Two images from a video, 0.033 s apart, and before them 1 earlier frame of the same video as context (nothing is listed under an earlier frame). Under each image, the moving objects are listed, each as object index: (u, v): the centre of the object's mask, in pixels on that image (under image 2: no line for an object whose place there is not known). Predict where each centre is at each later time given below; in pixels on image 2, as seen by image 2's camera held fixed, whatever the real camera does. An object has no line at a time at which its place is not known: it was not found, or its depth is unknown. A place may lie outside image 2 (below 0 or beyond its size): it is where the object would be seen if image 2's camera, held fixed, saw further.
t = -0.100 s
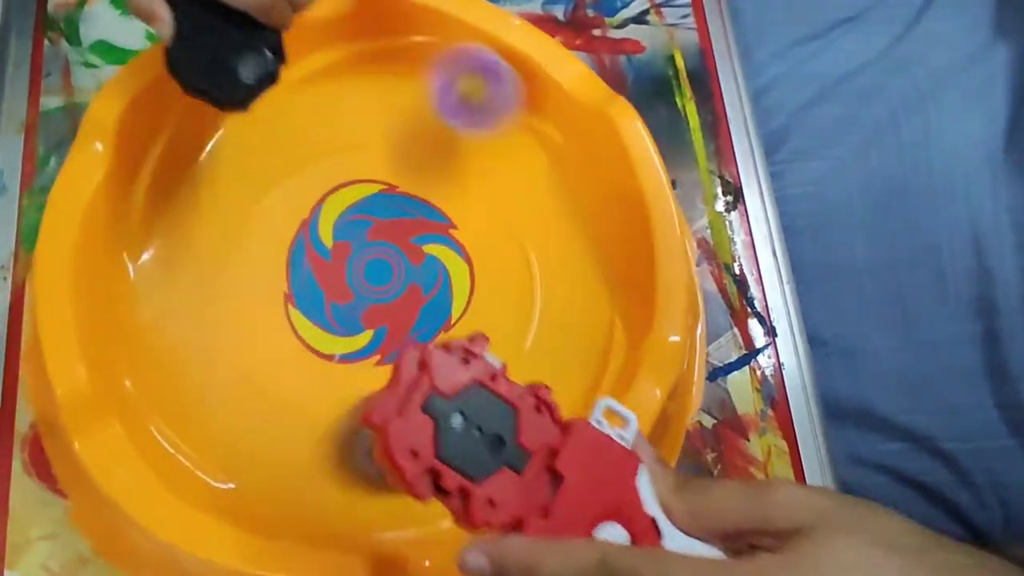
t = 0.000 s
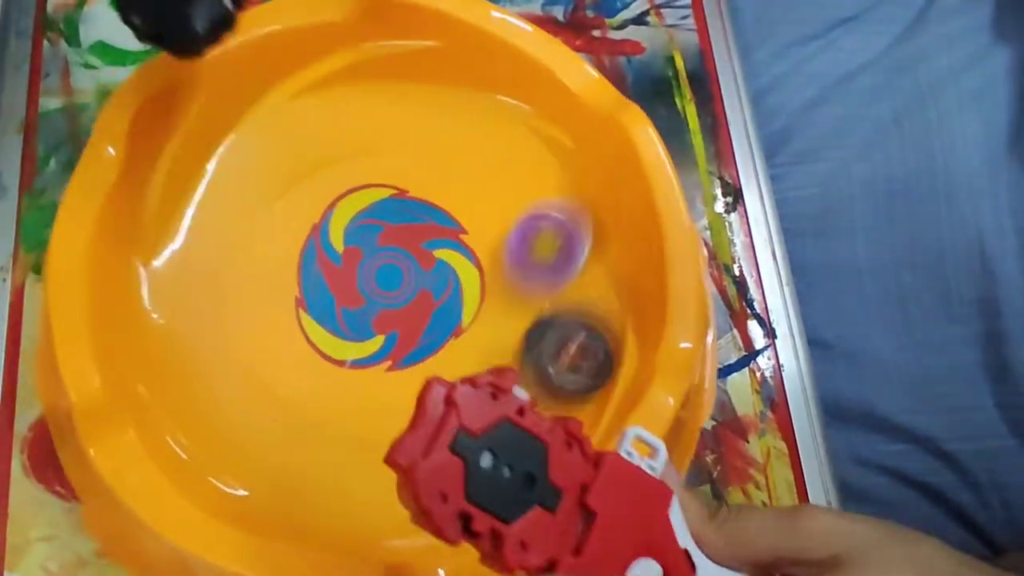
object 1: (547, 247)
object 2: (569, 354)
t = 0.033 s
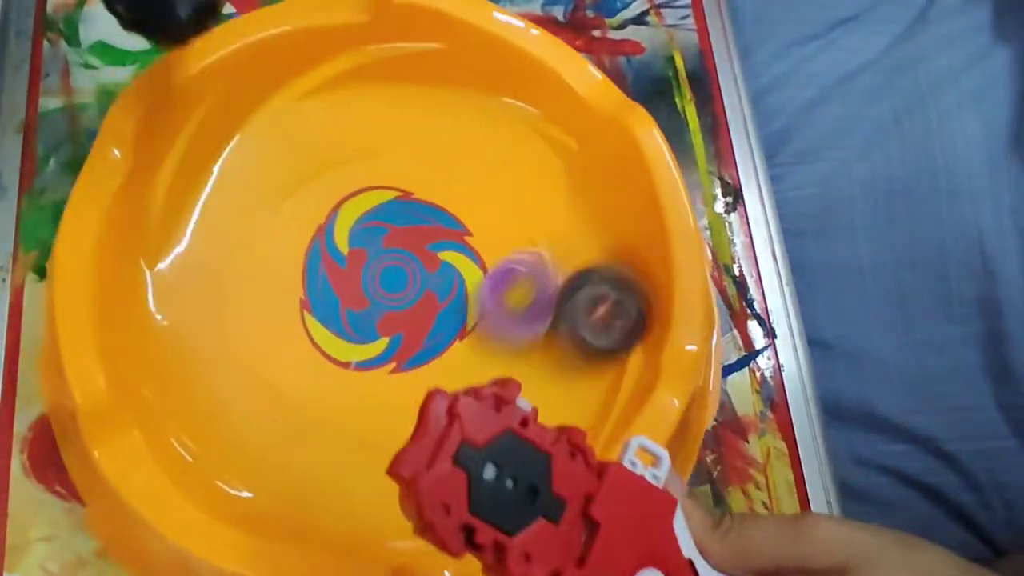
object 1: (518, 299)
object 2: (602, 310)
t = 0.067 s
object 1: (487, 336)
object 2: (601, 267)
